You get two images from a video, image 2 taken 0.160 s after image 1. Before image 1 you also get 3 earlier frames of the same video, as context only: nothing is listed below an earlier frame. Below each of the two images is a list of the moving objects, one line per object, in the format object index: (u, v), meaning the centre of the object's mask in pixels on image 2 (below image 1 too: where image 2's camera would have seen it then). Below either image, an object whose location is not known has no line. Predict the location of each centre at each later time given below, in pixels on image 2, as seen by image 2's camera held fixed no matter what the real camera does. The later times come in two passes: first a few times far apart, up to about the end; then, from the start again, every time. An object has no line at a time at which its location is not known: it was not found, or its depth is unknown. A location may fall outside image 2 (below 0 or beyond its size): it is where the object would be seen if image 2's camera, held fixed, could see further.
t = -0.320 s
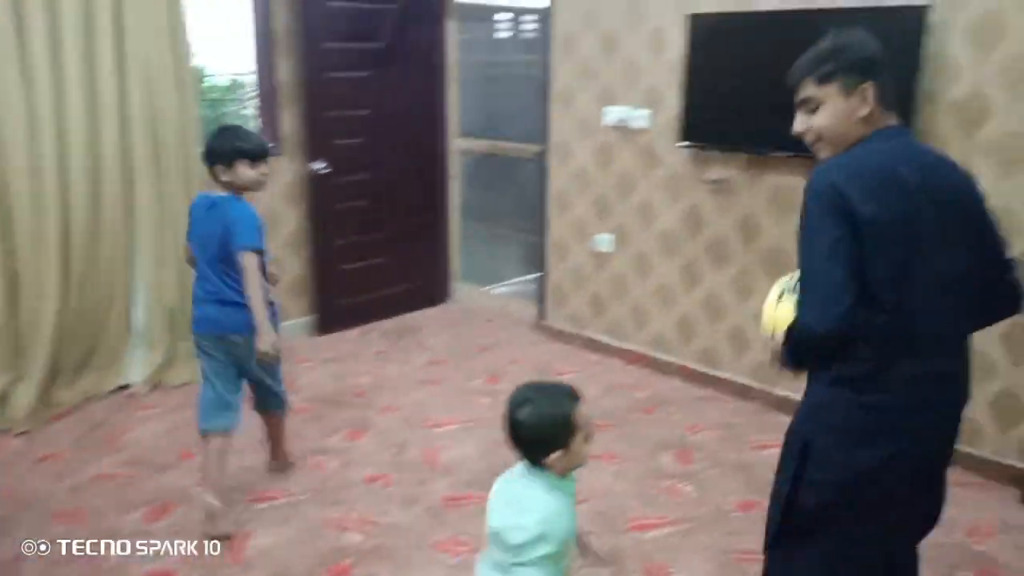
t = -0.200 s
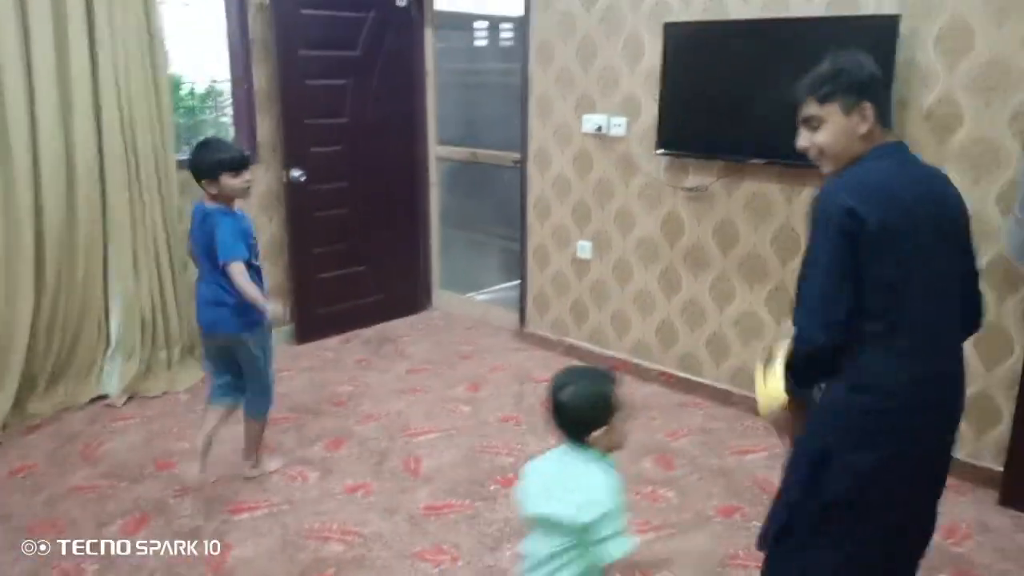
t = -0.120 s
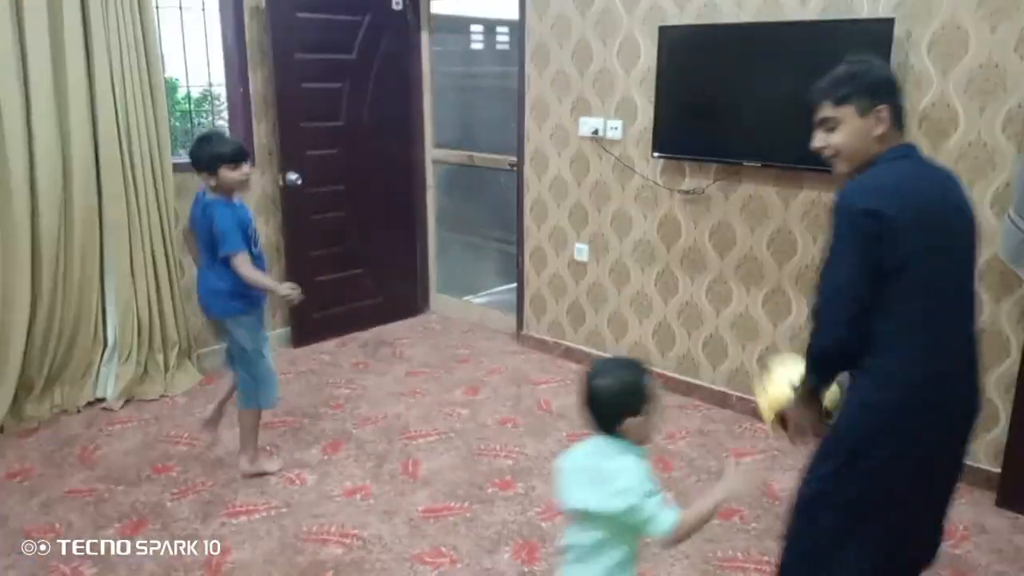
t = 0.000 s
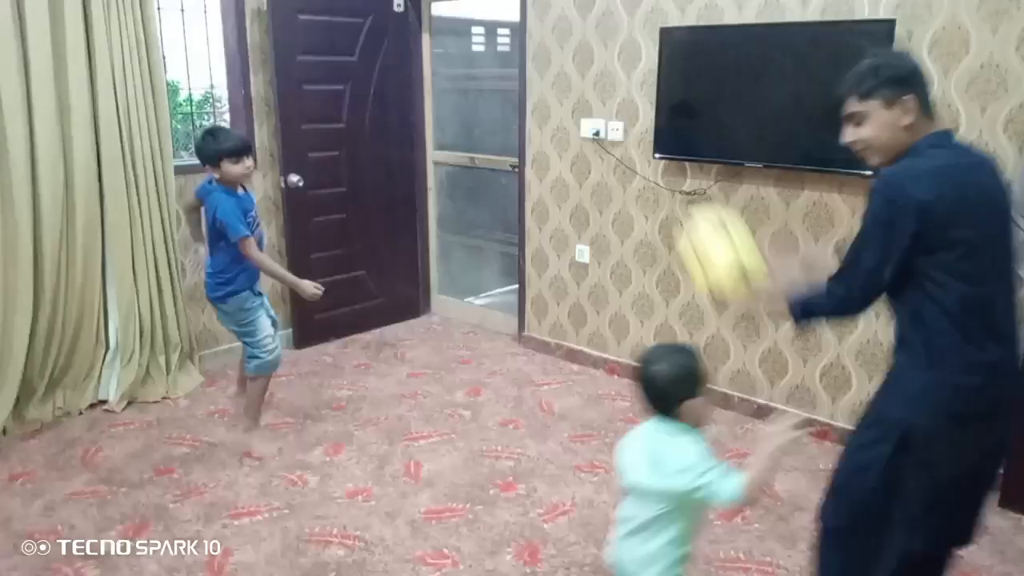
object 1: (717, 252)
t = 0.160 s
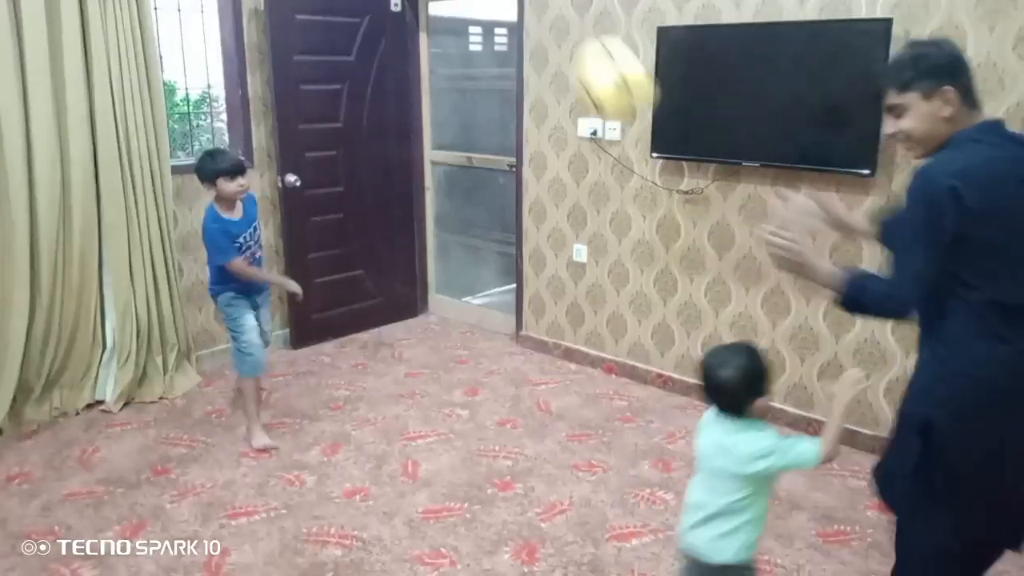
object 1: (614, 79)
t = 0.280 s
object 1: (546, 21)
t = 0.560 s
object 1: (413, 44)
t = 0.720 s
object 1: (364, 146)
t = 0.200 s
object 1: (588, 48)
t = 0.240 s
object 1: (564, 29)
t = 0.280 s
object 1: (546, 21)
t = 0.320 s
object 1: (524, 16)
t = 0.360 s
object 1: (503, 13)
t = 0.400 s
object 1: (482, 13)
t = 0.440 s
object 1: (463, 15)
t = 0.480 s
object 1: (440, 20)
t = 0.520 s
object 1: (427, 29)
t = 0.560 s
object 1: (413, 44)
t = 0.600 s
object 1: (400, 65)
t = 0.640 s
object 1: (388, 89)
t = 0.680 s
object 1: (375, 117)
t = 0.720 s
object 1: (364, 146)
